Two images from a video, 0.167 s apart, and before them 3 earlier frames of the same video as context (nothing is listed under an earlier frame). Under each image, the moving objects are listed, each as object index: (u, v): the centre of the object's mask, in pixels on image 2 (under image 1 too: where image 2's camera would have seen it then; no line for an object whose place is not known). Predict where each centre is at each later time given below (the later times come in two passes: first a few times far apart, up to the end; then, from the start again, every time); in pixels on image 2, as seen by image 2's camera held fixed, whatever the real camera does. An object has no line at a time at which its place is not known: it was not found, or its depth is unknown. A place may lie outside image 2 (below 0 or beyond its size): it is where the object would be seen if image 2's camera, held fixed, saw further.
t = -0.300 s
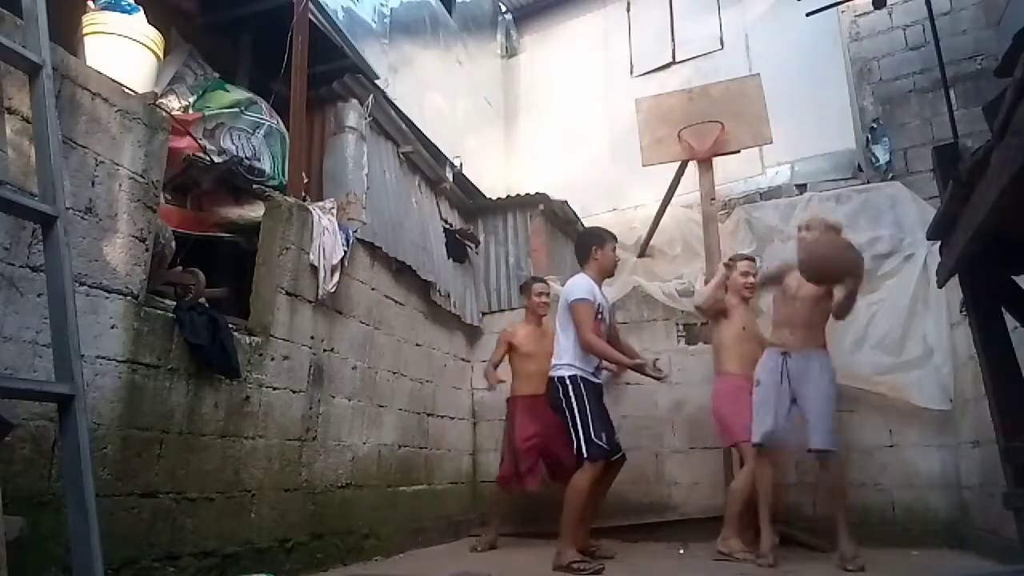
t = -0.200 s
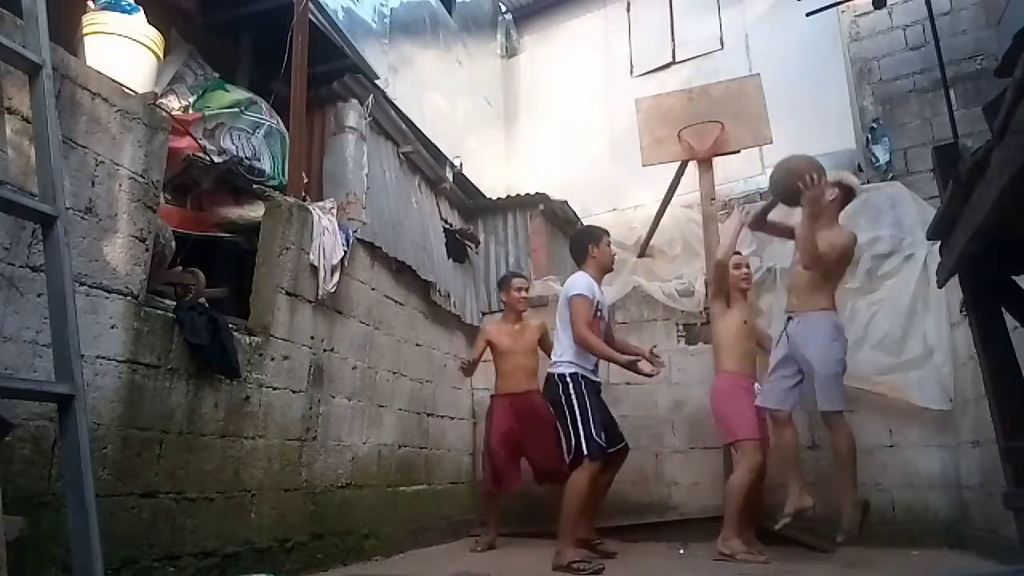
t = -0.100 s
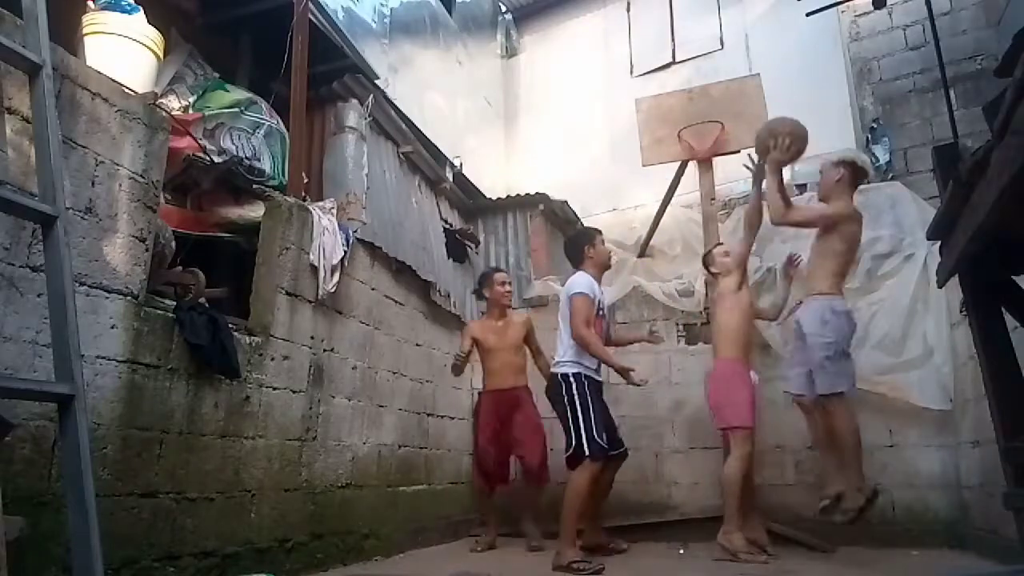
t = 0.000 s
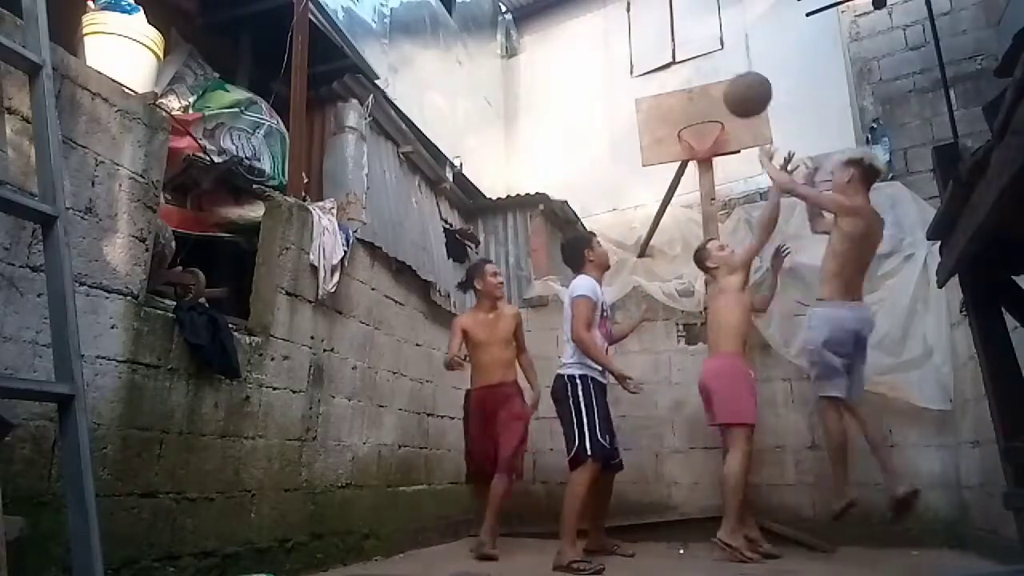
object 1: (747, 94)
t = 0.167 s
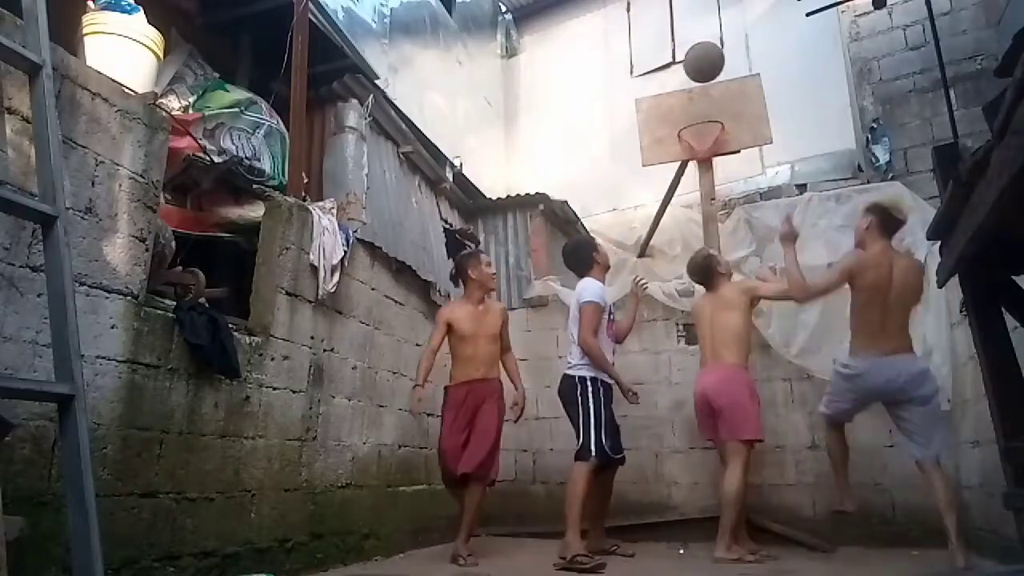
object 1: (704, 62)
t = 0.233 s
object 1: (690, 62)
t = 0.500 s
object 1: (650, 97)
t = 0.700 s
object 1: (628, 159)
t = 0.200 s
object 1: (697, 61)
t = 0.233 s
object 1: (690, 62)
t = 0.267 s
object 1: (684, 64)
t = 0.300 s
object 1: (678, 67)
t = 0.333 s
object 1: (673, 72)
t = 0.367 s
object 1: (667, 79)
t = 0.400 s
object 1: (663, 88)
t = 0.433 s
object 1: (659, 91)
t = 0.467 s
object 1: (655, 93)
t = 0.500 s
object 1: (650, 97)
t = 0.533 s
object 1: (647, 103)
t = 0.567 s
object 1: (643, 111)
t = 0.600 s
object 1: (639, 120)
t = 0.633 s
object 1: (635, 132)
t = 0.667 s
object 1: (632, 144)
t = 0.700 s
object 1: (628, 159)
